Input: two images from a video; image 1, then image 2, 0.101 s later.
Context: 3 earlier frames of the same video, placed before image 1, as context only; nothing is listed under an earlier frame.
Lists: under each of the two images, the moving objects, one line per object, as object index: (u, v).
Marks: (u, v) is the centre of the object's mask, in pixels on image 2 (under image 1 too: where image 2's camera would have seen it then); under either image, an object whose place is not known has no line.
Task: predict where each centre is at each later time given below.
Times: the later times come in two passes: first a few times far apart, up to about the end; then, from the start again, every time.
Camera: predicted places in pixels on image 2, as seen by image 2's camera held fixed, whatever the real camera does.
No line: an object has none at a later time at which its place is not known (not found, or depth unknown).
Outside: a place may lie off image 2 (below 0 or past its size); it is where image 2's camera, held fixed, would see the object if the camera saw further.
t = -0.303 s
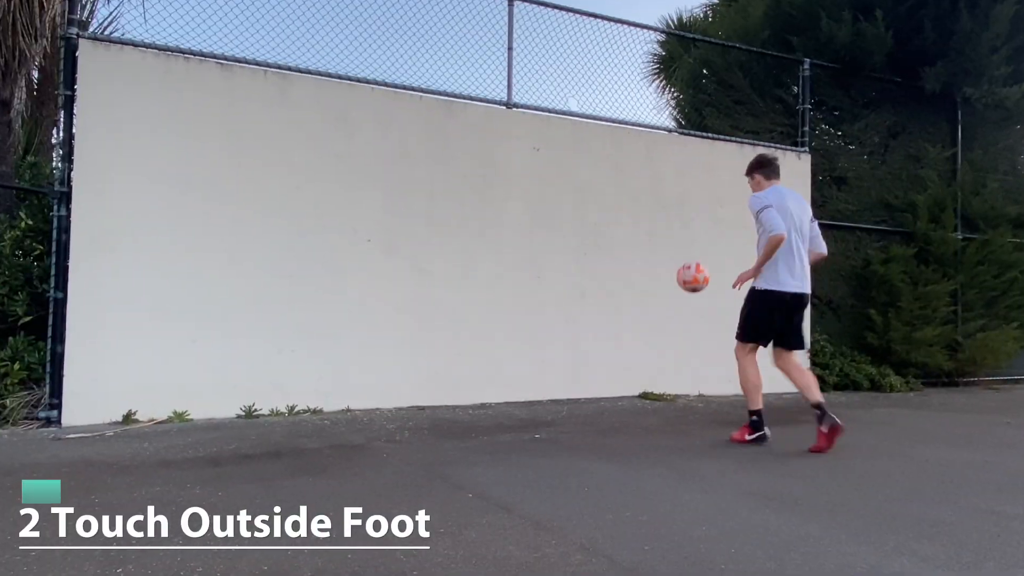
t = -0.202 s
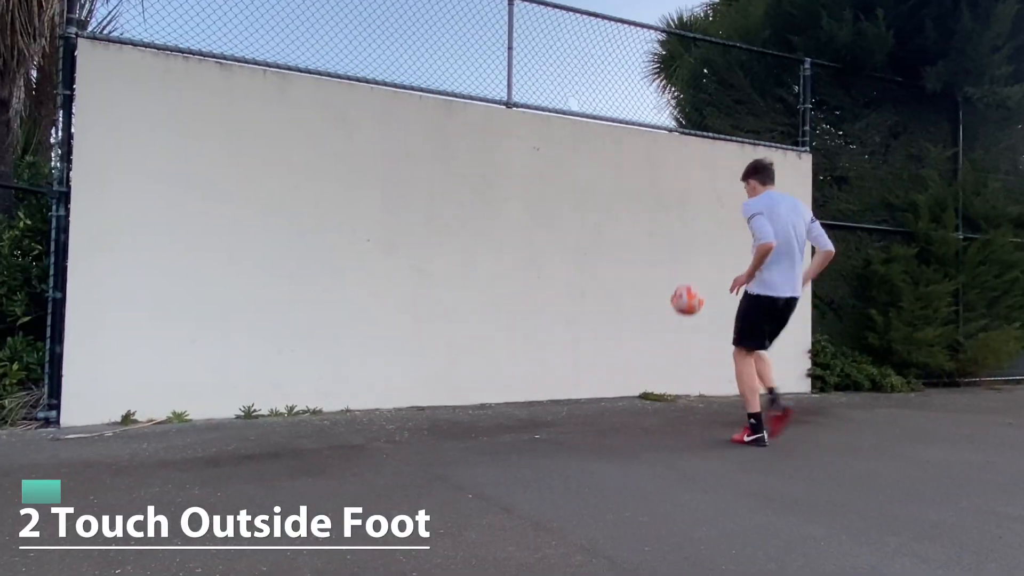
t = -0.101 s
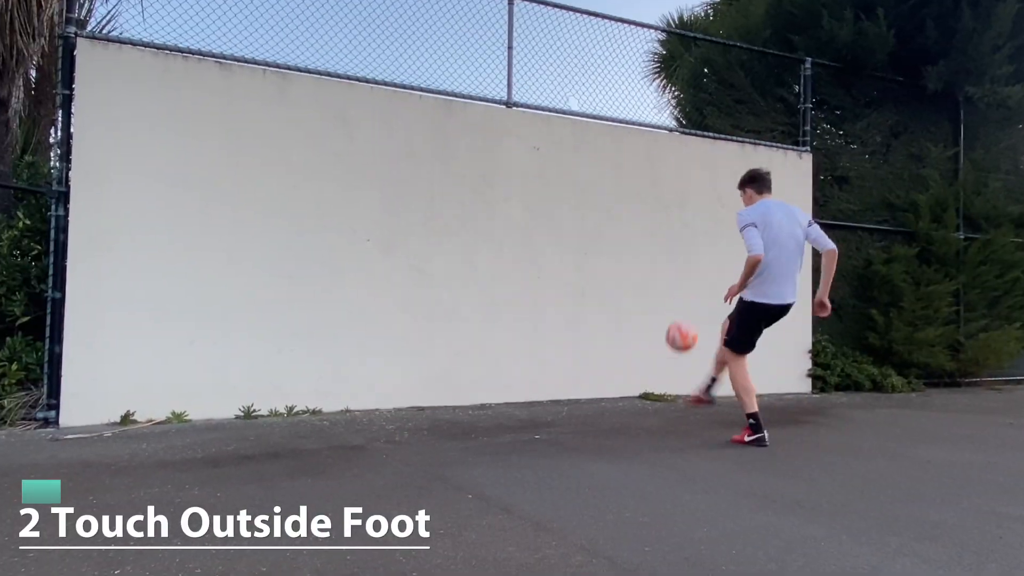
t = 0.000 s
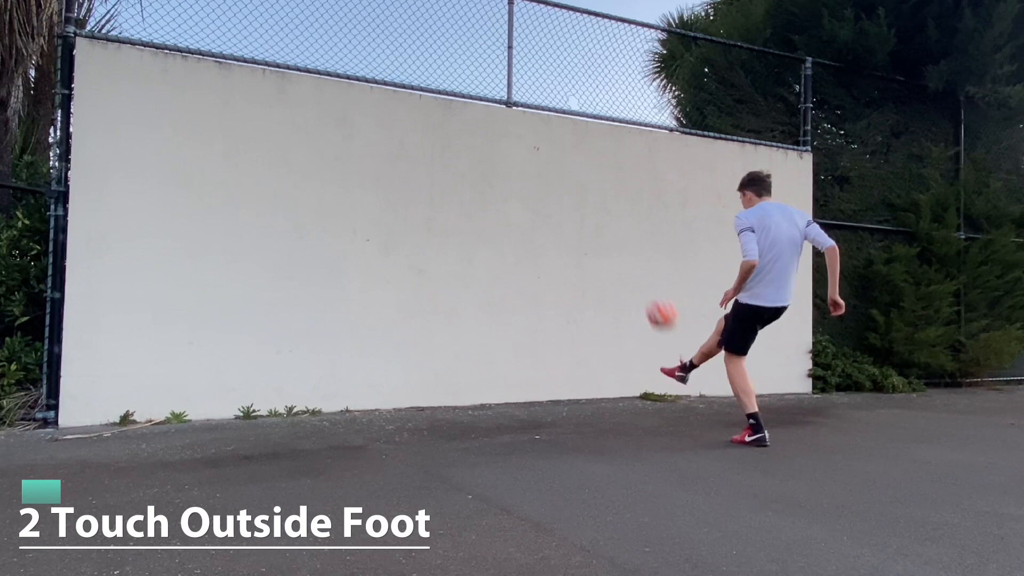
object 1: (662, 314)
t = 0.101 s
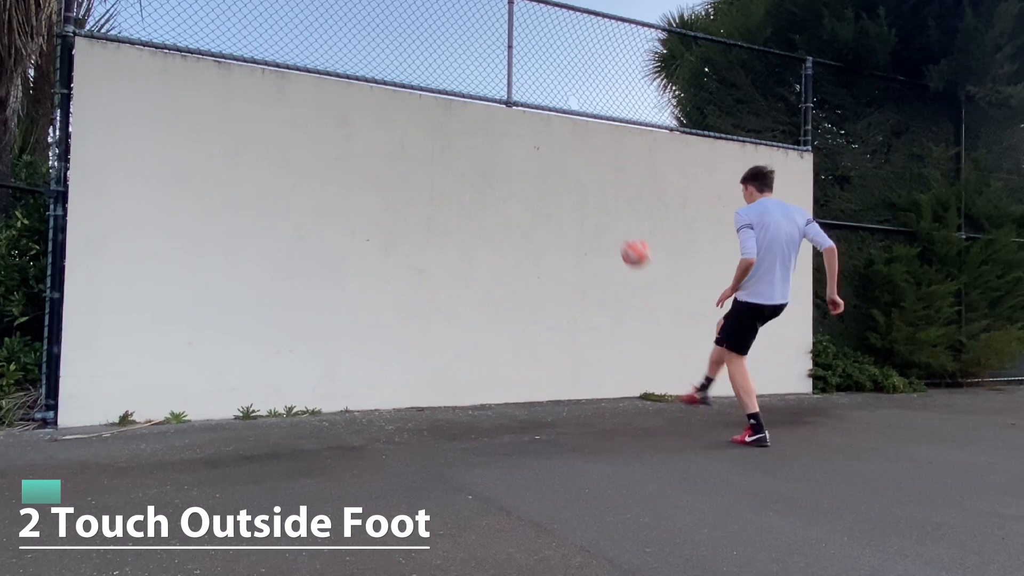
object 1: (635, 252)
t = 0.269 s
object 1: (597, 191)
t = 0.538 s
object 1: (617, 160)
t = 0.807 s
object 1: (678, 221)
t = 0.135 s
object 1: (627, 236)
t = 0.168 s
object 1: (619, 222)
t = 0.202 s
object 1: (611, 210)
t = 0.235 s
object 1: (604, 200)
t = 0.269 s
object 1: (597, 191)
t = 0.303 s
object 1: (590, 184)
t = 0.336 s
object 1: (583, 178)
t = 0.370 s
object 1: (577, 174)
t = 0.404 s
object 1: (590, 165)
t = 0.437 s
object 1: (596, 162)
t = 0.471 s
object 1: (603, 160)
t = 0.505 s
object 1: (609, 159)
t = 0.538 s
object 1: (617, 160)
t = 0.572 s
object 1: (624, 162)
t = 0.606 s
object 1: (631, 167)
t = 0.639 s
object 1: (639, 171)
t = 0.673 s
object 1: (646, 178)
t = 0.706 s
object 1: (654, 185)
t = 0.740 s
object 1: (662, 195)
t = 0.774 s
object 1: (670, 207)
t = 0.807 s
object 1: (678, 221)
